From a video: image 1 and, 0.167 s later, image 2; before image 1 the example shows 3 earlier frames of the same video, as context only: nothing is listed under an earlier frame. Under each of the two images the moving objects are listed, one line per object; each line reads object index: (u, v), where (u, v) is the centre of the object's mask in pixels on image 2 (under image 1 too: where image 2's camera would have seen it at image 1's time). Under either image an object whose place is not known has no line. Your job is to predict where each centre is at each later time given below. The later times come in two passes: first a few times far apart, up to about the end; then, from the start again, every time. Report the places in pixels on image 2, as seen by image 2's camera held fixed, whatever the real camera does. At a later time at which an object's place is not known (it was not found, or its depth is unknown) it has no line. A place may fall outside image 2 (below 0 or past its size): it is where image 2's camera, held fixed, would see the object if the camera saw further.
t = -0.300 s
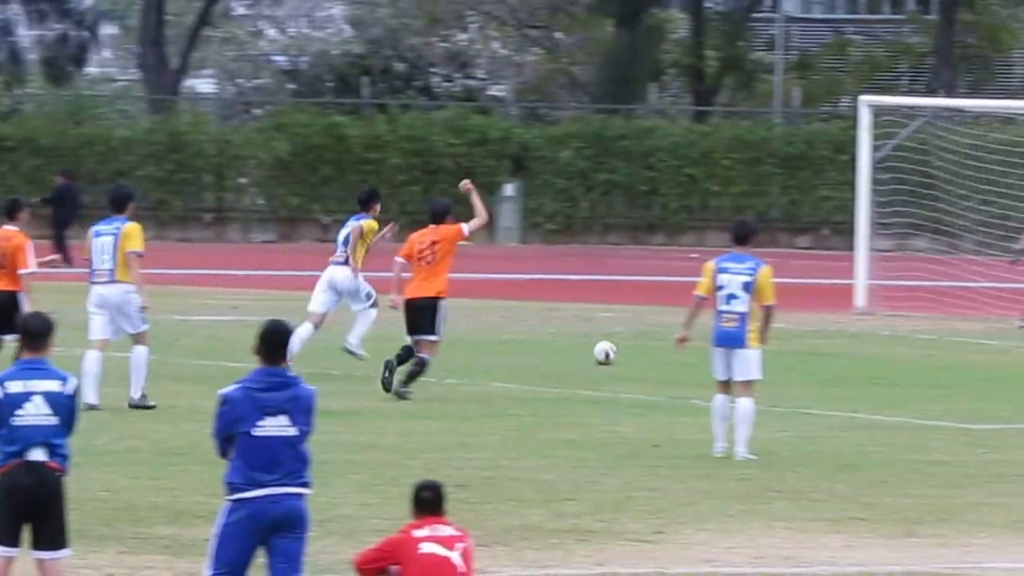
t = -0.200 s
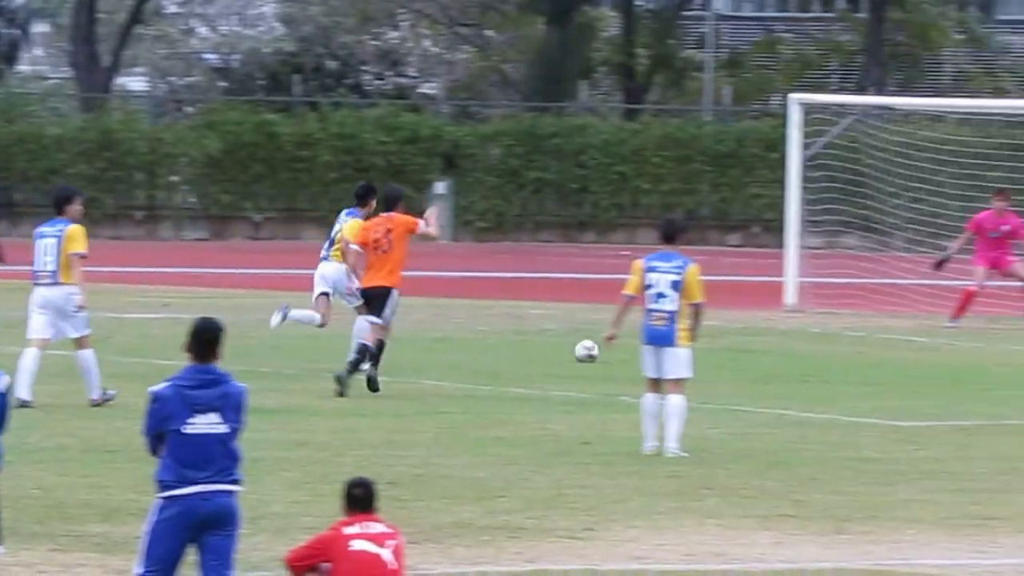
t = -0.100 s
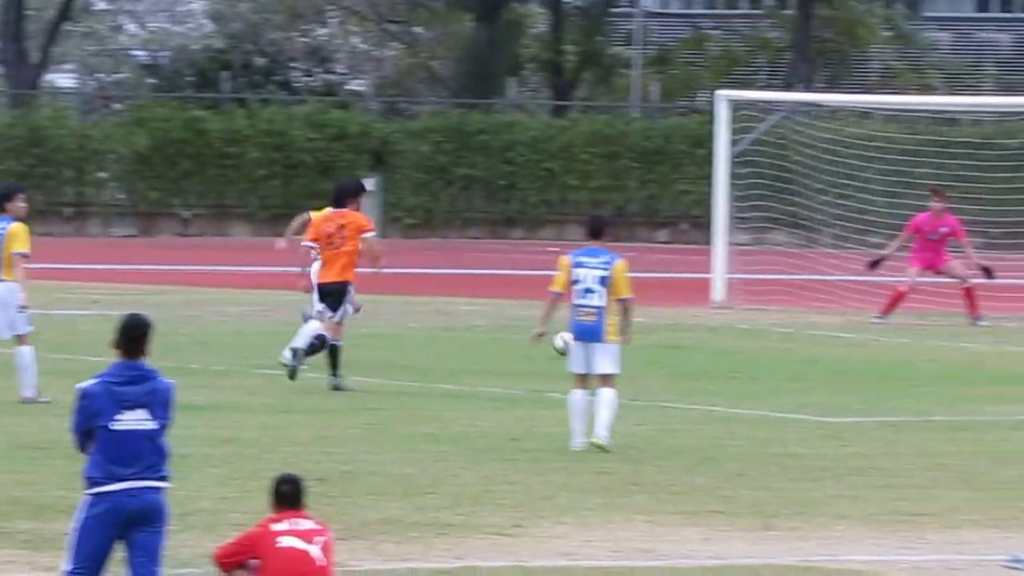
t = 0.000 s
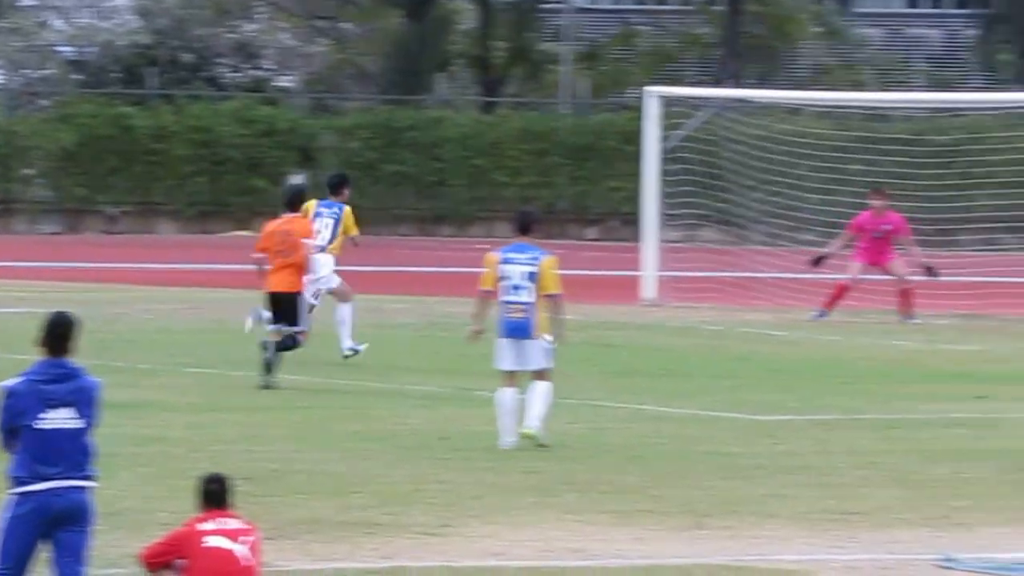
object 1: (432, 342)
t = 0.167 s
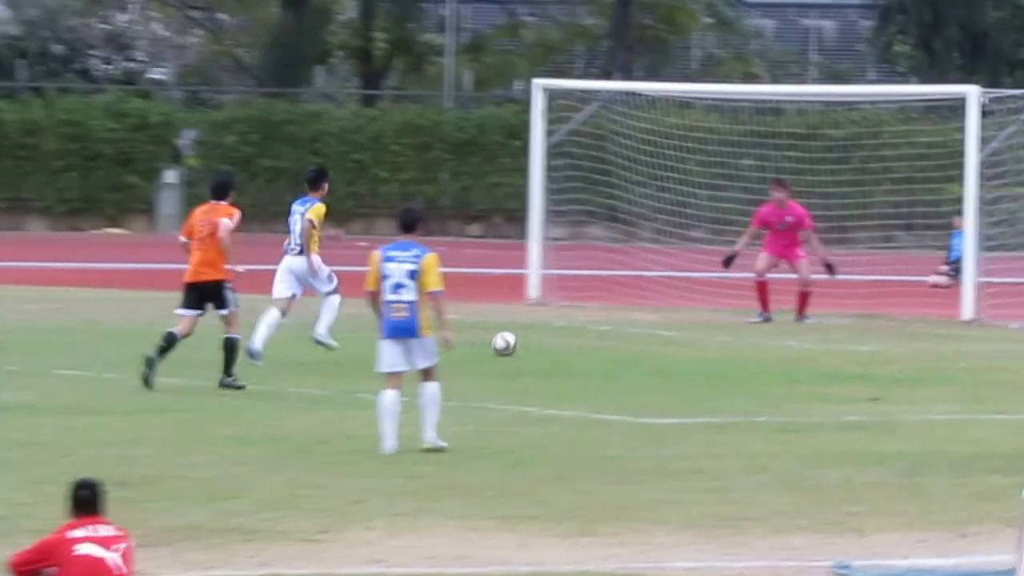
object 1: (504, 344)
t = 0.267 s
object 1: (551, 340)
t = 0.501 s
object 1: (656, 343)
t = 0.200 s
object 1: (521, 345)
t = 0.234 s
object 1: (536, 343)
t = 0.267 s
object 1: (551, 340)
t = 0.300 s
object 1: (566, 338)
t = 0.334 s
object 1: (582, 338)
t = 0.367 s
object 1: (597, 338)
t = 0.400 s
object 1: (611, 340)
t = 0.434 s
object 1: (626, 343)
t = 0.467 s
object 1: (641, 345)
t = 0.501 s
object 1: (656, 343)
